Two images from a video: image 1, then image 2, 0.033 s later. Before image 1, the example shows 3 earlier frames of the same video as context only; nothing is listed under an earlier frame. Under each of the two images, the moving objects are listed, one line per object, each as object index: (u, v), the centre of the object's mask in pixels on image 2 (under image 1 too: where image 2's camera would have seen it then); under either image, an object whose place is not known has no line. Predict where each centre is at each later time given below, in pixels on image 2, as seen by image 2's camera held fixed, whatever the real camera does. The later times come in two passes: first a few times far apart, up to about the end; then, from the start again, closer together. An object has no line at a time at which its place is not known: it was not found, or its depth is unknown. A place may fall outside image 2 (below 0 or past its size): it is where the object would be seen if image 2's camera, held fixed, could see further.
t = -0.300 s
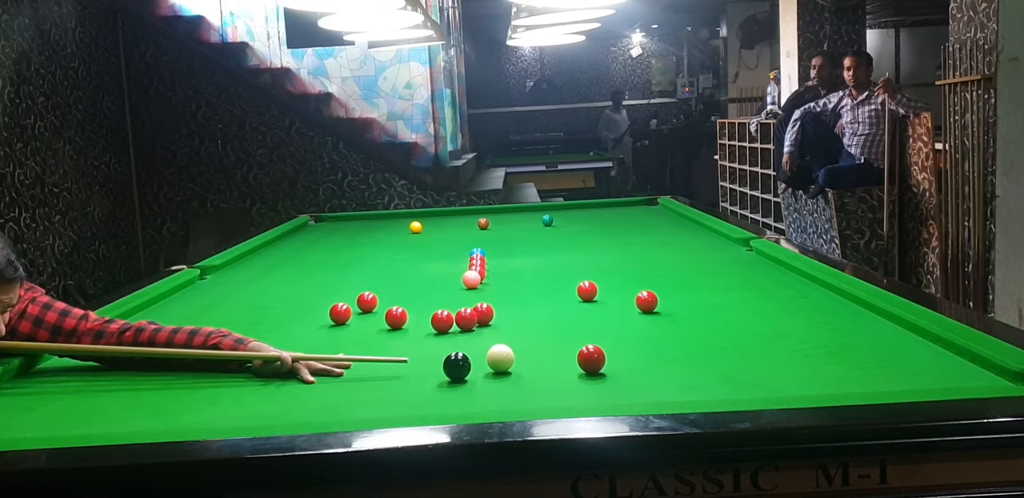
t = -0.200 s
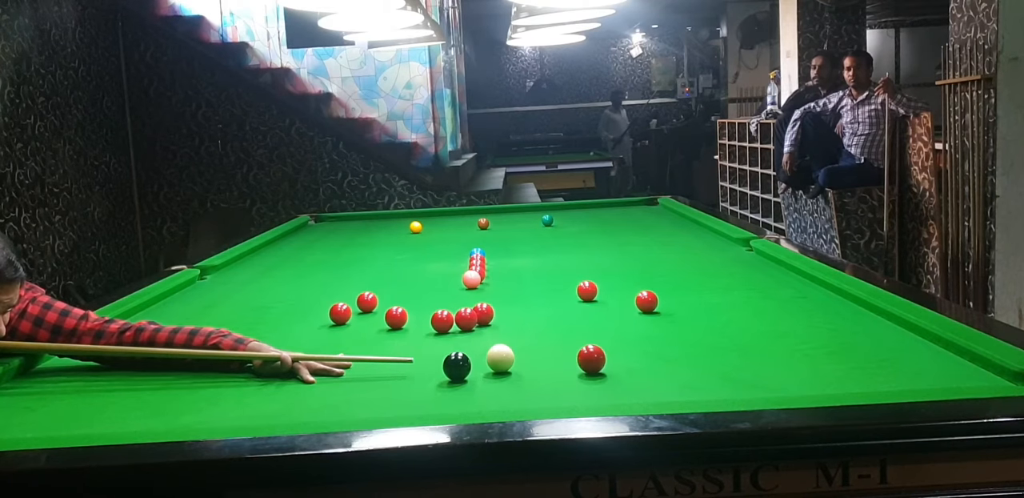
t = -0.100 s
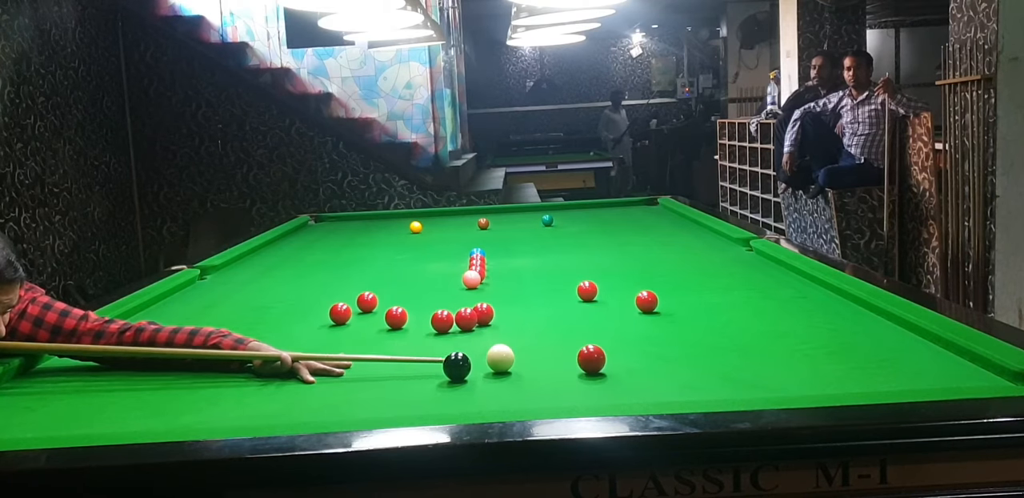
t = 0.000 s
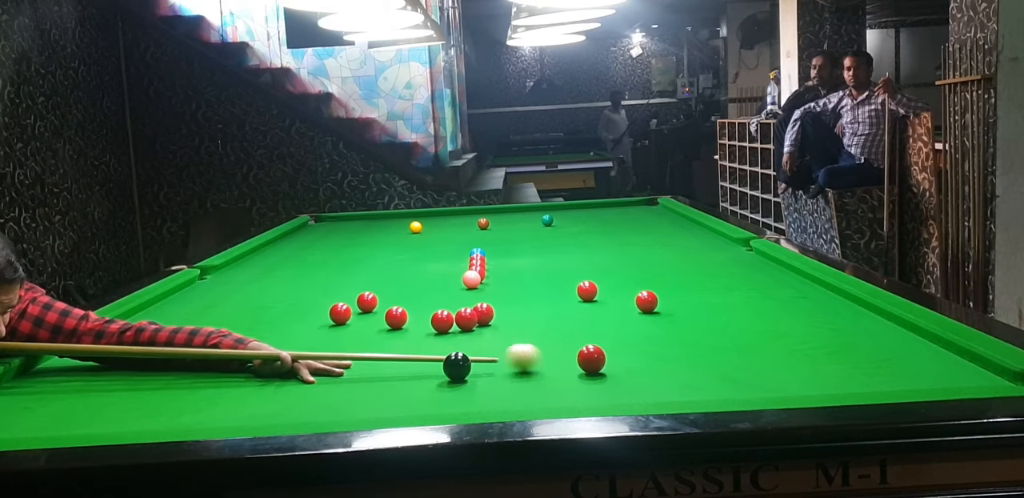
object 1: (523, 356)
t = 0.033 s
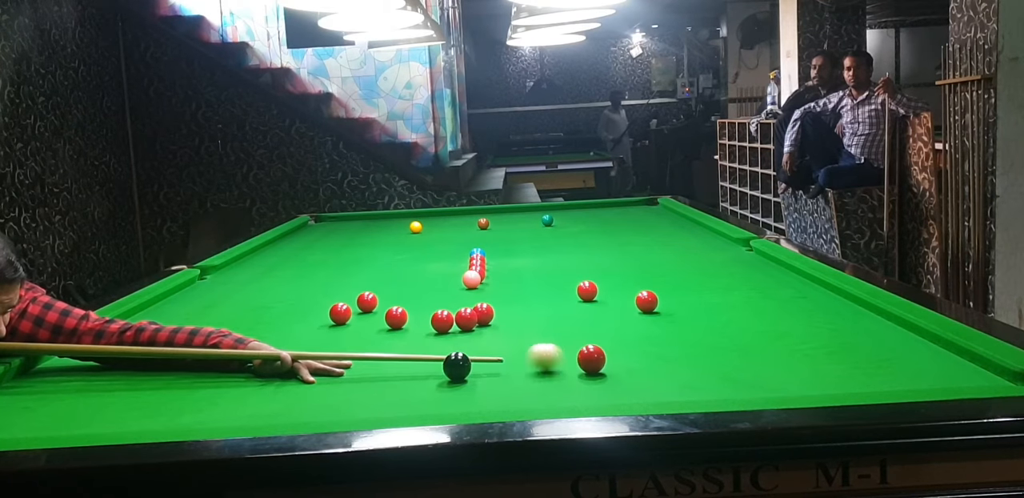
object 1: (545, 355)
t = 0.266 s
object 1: (578, 350)
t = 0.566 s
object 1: (595, 343)
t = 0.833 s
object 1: (607, 338)
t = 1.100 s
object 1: (617, 334)
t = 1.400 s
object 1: (626, 330)
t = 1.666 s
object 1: (631, 329)
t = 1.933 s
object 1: (634, 328)
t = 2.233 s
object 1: (636, 327)
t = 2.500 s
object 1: (635, 327)
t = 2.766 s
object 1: (635, 327)
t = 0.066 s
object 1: (564, 356)
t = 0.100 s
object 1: (567, 355)
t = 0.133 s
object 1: (570, 354)
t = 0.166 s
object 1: (572, 353)
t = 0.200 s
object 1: (574, 352)
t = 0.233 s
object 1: (576, 351)
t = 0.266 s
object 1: (578, 350)
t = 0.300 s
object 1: (580, 350)
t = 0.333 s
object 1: (582, 349)
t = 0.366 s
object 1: (584, 348)
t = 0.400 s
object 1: (586, 347)
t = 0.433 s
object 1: (587, 346)
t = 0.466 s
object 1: (589, 346)
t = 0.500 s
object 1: (591, 345)
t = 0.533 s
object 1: (593, 344)
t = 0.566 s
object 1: (595, 343)
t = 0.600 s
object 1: (596, 342)
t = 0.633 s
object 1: (598, 342)
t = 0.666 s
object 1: (600, 341)
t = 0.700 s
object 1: (601, 340)
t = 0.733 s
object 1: (603, 340)
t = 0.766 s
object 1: (604, 339)
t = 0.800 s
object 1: (605, 338)
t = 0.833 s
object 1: (607, 338)
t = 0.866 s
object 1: (608, 337)
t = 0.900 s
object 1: (609, 337)
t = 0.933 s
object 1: (611, 336)
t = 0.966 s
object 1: (612, 336)
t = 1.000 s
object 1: (613, 335)
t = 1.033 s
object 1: (615, 335)
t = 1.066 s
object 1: (616, 334)
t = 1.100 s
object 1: (617, 334)
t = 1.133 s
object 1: (618, 333)
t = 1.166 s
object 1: (619, 333)
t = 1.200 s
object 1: (620, 333)
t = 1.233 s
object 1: (621, 332)
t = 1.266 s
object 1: (622, 332)
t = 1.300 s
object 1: (624, 331)
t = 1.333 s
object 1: (625, 331)
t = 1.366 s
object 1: (625, 331)
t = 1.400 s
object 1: (626, 330)
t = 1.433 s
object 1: (627, 330)
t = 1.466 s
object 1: (628, 330)
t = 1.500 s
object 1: (629, 330)
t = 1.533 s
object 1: (629, 329)
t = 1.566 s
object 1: (630, 329)
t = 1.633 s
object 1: (631, 329)
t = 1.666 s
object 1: (631, 329)
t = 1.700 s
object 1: (632, 328)
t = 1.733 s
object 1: (632, 328)
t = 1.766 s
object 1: (633, 328)
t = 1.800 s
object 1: (633, 328)
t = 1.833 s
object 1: (634, 328)
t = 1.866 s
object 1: (634, 328)
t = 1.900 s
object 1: (634, 328)
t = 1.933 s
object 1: (634, 328)
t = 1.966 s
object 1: (635, 327)
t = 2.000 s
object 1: (635, 327)
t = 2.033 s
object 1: (635, 327)
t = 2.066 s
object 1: (635, 327)
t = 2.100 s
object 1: (635, 327)
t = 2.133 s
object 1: (635, 327)
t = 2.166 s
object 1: (636, 327)
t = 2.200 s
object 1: (636, 327)
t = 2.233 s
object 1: (636, 327)
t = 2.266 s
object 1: (636, 327)
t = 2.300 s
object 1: (636, 327)
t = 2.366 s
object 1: (636, 327)
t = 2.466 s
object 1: (636, 327)
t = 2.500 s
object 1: (635, 327)
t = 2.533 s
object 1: (636, 327)
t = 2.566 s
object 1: (636, 327)
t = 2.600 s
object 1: (636, 327)
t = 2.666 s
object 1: (635, 327)
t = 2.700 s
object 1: (635, 328)
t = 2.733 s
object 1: (636, 327)
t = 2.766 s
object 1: (635, 327)
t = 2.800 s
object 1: (636, 327)
